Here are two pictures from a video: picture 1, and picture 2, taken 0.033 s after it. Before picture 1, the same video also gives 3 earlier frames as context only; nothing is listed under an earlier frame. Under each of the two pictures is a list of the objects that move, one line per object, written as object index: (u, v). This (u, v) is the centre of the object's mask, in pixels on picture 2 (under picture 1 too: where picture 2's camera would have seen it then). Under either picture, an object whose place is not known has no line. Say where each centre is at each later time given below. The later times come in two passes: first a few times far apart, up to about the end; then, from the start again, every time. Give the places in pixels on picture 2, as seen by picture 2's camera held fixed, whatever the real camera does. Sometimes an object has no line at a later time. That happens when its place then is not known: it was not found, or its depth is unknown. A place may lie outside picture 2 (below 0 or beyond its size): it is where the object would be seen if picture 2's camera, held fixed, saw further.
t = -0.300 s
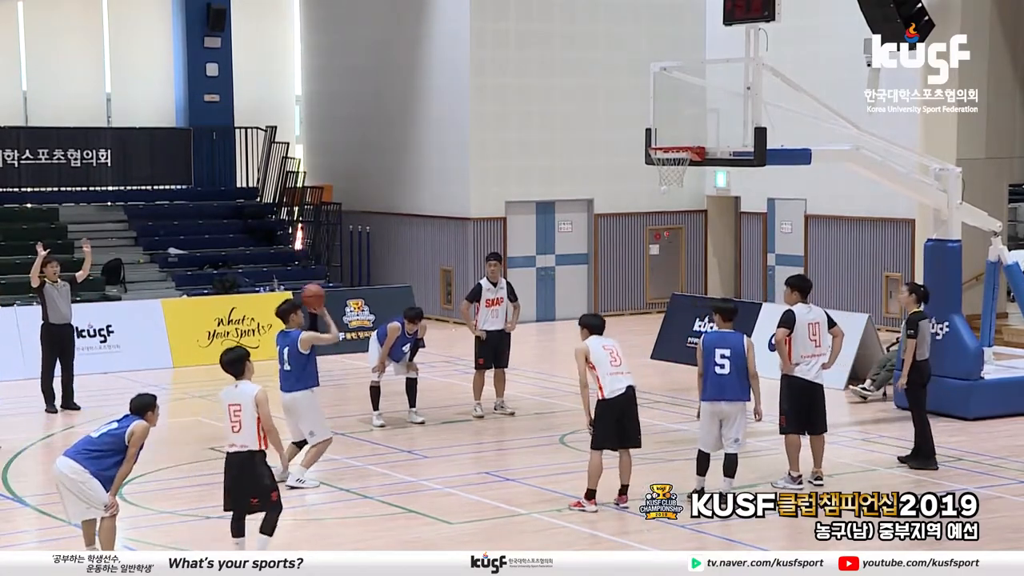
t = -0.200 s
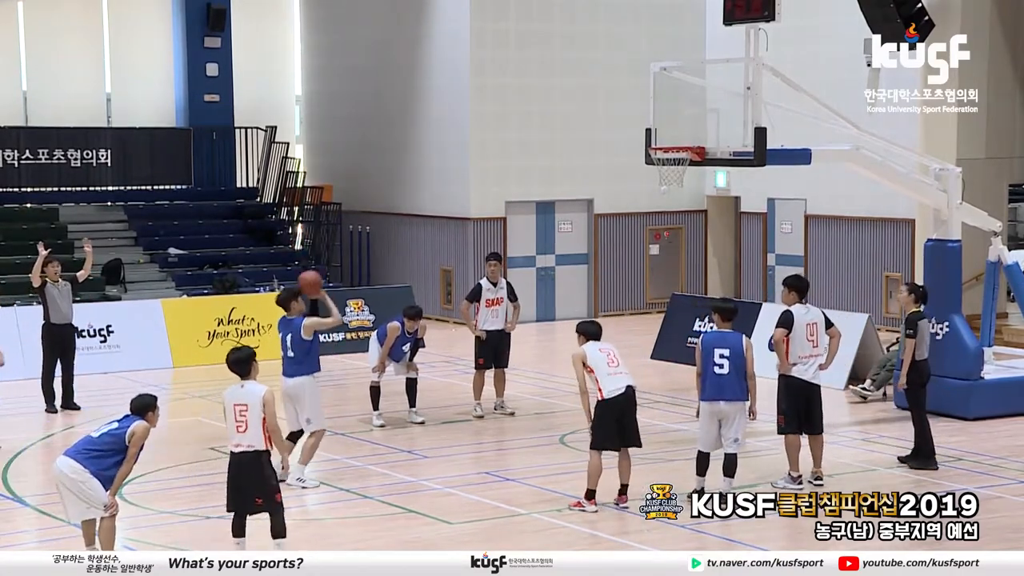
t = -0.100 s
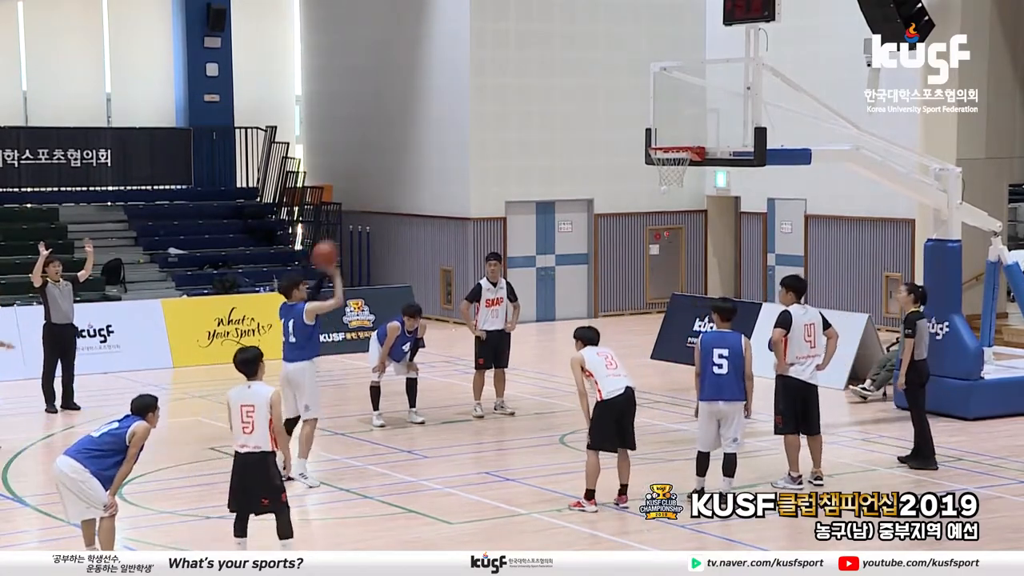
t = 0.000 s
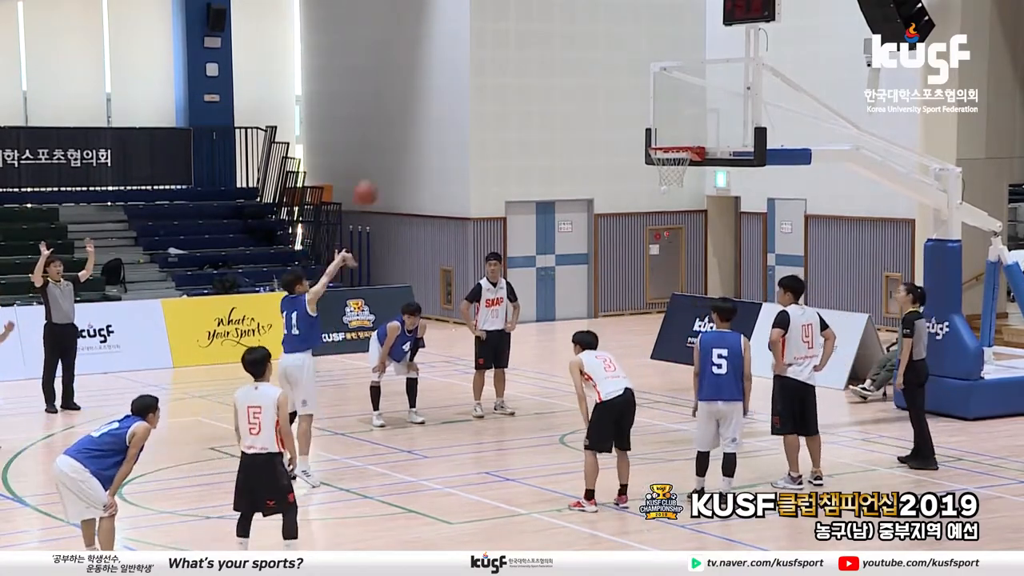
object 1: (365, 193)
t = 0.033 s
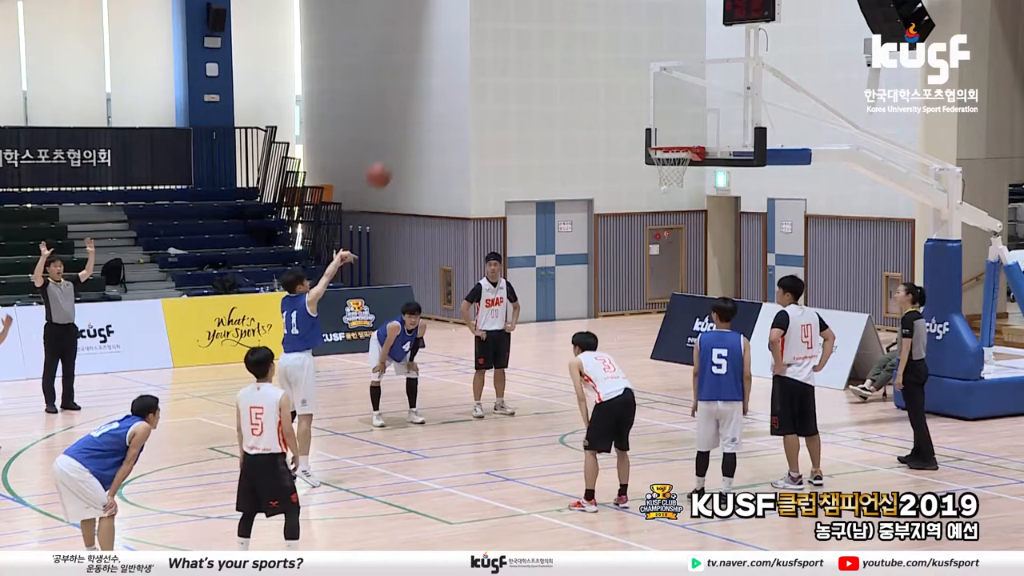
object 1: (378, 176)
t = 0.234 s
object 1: (457, 91)
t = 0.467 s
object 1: (544, 46)
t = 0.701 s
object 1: (626, 53)
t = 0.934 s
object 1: (693, 109)
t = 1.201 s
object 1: (666, 129)
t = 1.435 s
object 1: (678, 118)
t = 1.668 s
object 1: (667, 129)
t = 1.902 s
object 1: (652, 131)
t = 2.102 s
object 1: (639, 172)
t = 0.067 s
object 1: (391, 159)
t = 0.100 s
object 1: (404, 144)
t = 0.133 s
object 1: (418, 129)
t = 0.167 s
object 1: (431, 115)
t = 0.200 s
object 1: (444, 102)
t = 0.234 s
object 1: (457, 91)
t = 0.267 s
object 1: (470, 81)
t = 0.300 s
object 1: (482, 73)
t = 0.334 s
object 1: (495, 65)
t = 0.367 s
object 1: (507, 58)
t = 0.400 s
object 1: (520, 53)
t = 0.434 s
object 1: (532, 49)
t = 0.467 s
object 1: (544, 46)
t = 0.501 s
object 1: (556, 43)
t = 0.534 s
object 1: (568, 42)
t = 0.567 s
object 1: (580, 42)
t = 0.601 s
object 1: (592, 43)
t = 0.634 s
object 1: (603, 46)
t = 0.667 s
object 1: (615, 49)
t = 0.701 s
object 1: (626, 53)
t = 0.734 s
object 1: (638, 58)
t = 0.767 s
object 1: (649, 65)
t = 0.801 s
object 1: (660, 72)
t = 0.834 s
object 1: (672, 81)
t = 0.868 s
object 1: (683, 90)
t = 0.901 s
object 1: (693, 100)
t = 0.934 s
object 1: (693, 109)
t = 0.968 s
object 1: (686, 118)
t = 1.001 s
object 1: (678, 128)
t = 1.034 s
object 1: (671, 138)
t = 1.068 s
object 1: (667, 140)
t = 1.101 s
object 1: (665, 139)
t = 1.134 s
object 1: (663, 138)
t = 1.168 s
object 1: (664, 135)
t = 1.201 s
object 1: (666, 129)
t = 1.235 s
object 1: (667, 125)
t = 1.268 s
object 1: (669, 121)
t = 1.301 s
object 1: (671, 119)
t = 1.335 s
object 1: (673, 117)
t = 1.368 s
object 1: (674, 116)
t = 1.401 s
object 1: (676, 117)
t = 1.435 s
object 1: (678, 118)
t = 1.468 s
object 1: (677, 120)
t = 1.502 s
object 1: (675, 122)
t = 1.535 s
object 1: (674, 125)
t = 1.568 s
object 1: (672, 129)
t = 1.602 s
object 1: (671, 135)
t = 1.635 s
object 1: (669, 133)
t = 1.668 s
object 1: (667, 129)
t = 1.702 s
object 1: (665, 126)
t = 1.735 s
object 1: (663, 125)
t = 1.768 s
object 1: (661, 124)
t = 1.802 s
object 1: (659, 124)
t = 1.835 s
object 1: (656, 126)
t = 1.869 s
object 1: (654, 128)
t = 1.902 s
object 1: (652, 131)
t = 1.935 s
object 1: (650, 136)
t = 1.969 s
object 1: (648, 140)
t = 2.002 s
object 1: (644, 147)
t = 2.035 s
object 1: (641, 155)
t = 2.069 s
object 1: (641, 163)
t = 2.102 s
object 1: (639, 172)
